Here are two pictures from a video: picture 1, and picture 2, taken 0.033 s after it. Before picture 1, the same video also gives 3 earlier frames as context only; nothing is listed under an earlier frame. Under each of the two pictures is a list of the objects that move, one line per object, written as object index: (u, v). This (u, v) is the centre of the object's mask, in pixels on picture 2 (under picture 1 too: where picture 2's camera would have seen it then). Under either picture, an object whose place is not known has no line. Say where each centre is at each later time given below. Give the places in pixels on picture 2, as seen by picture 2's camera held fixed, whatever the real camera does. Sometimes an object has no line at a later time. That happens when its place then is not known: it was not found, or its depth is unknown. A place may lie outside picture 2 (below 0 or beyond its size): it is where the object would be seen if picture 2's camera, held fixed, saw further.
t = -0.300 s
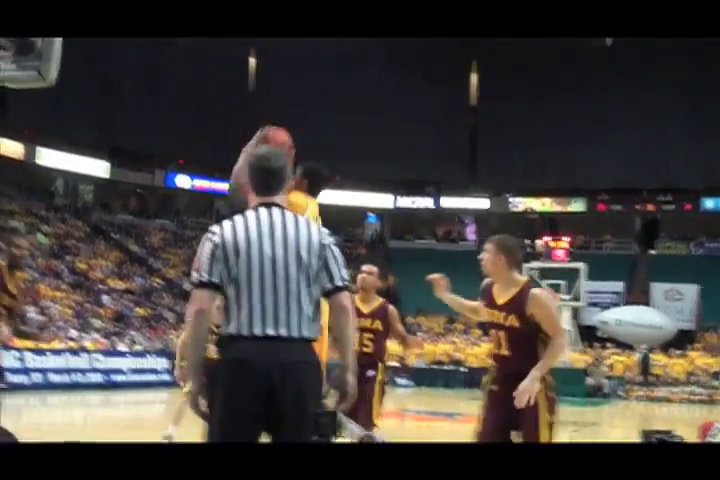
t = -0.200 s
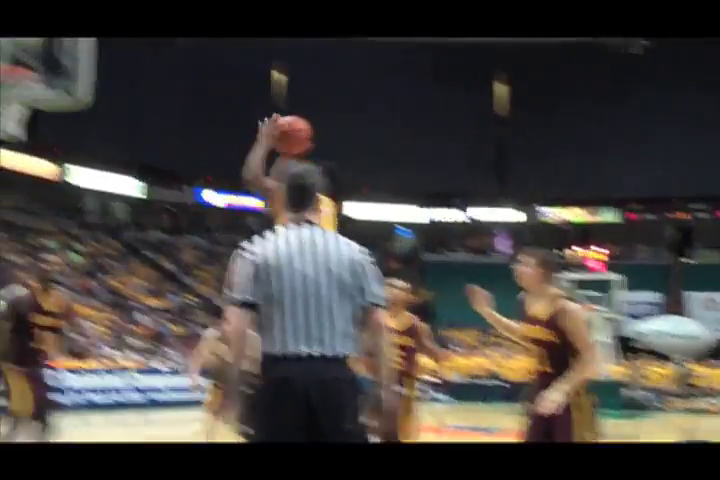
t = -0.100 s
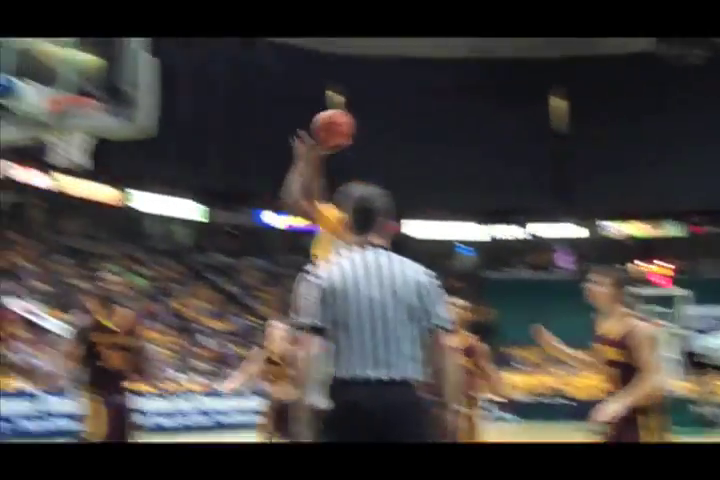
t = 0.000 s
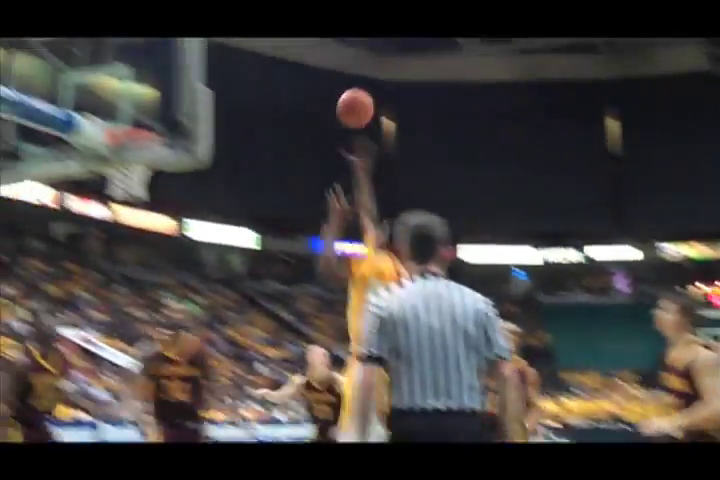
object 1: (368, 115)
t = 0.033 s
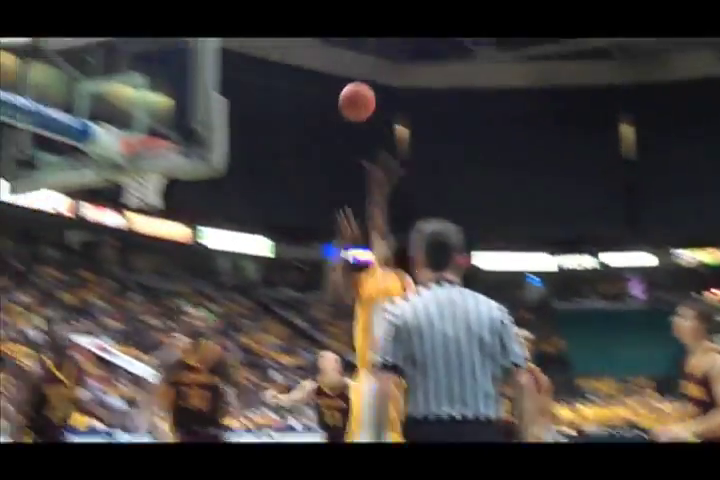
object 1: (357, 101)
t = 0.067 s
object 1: (346, 89)
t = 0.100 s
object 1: (335, 79)
